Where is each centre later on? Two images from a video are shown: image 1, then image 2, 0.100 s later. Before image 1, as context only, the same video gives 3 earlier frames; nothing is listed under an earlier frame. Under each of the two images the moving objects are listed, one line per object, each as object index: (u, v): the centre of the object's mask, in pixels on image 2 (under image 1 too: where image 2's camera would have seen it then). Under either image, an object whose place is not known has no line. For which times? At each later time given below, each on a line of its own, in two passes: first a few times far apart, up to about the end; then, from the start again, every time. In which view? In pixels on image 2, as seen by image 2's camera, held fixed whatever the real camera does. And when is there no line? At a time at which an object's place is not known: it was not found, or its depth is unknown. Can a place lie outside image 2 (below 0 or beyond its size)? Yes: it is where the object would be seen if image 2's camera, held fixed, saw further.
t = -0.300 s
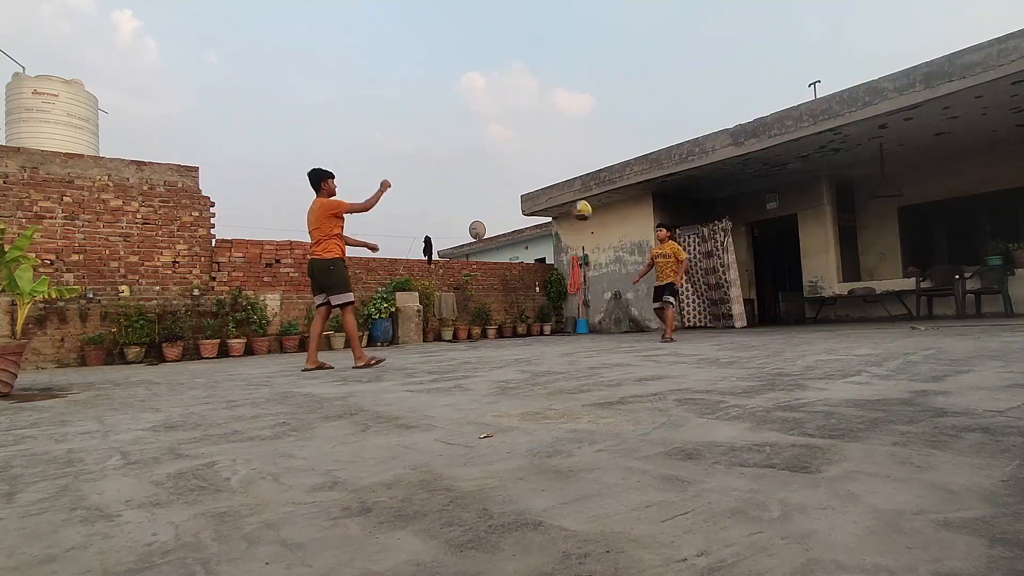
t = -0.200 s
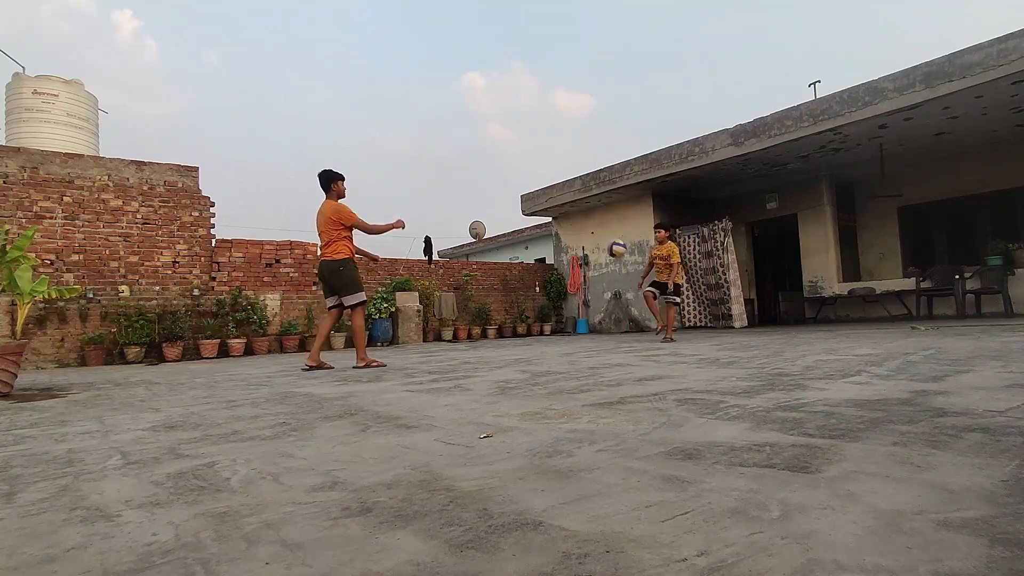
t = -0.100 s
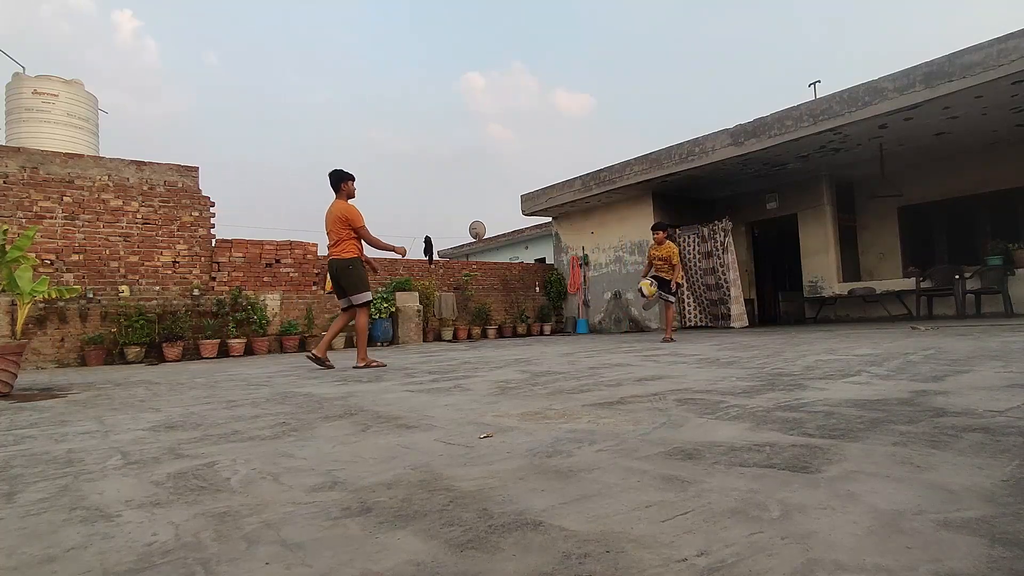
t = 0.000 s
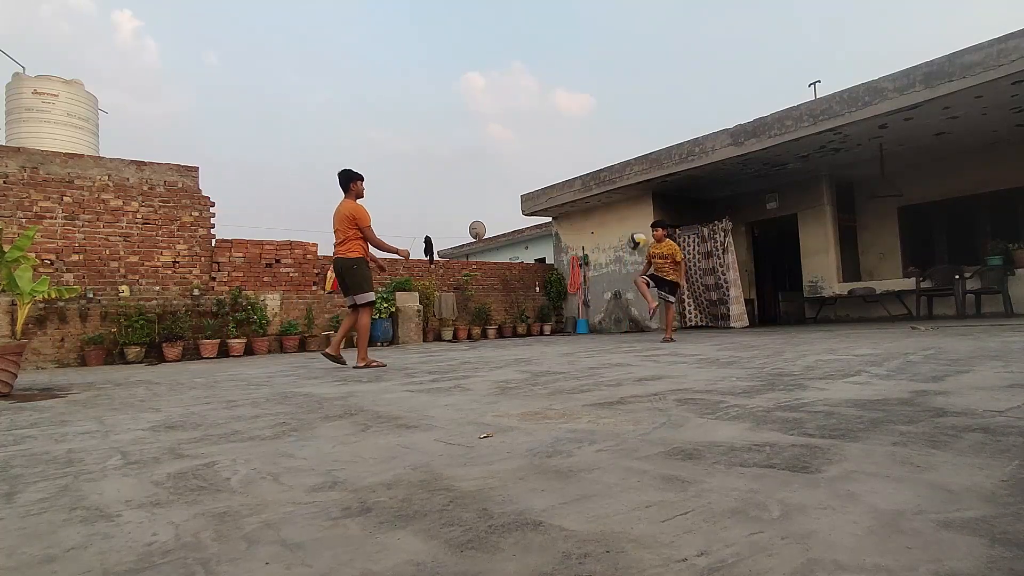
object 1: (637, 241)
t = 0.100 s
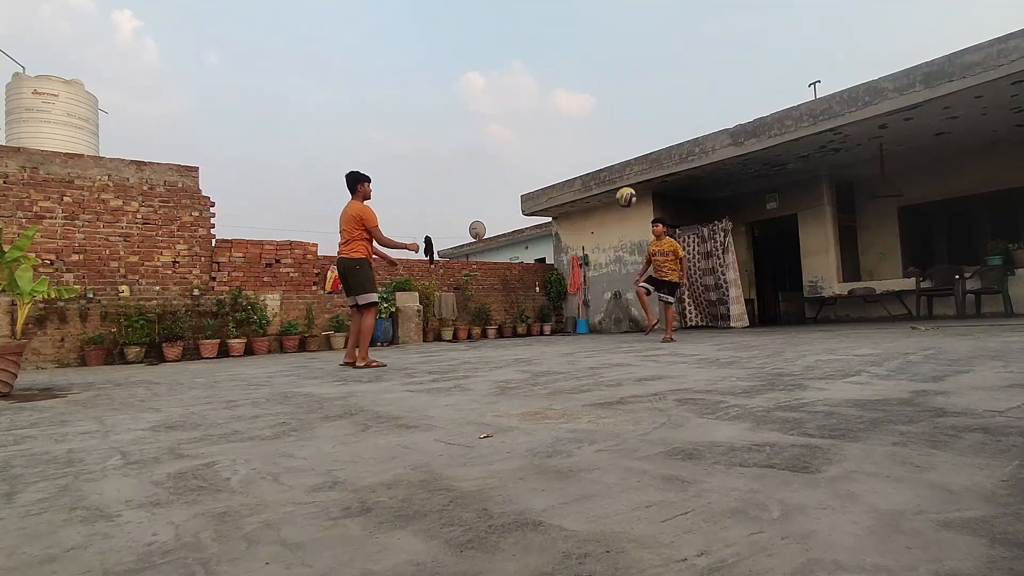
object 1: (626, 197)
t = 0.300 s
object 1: (603, 126)
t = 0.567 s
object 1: (575, 78)
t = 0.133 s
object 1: (622, 183)
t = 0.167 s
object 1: (618, 171)
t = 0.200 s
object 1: (614, 159)
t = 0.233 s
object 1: (611, 148)
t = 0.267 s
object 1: (607, 137)
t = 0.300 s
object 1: (603, 126)
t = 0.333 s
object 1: (600, 117)
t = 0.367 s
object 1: (596, 108)
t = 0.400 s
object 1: (593, 101)
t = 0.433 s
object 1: (590, 94)
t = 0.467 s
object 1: (586, 88)
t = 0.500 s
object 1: (583, 83)
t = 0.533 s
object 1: (579, 80)
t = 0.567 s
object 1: (575, 78)
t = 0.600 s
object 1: (571, 76)
